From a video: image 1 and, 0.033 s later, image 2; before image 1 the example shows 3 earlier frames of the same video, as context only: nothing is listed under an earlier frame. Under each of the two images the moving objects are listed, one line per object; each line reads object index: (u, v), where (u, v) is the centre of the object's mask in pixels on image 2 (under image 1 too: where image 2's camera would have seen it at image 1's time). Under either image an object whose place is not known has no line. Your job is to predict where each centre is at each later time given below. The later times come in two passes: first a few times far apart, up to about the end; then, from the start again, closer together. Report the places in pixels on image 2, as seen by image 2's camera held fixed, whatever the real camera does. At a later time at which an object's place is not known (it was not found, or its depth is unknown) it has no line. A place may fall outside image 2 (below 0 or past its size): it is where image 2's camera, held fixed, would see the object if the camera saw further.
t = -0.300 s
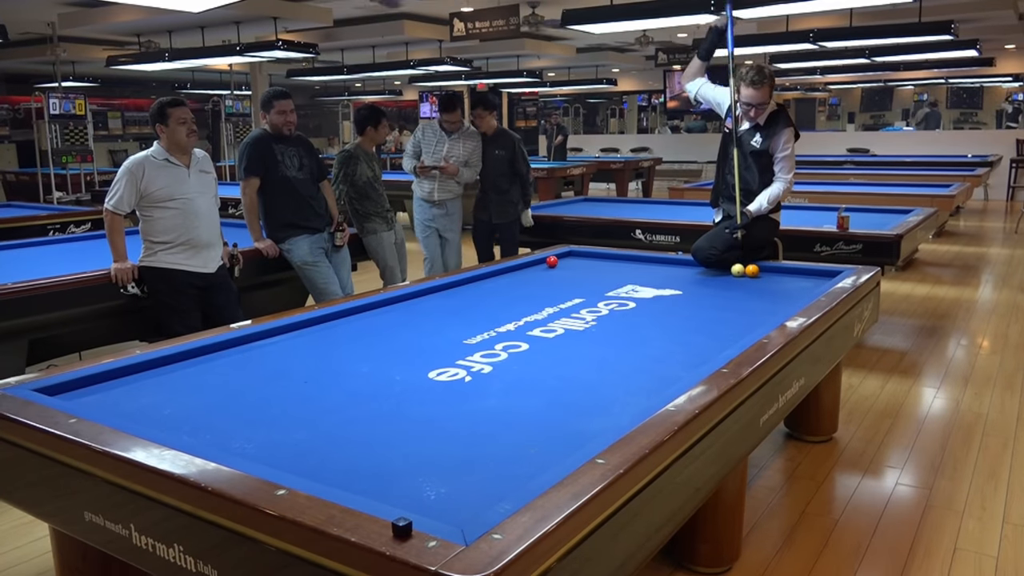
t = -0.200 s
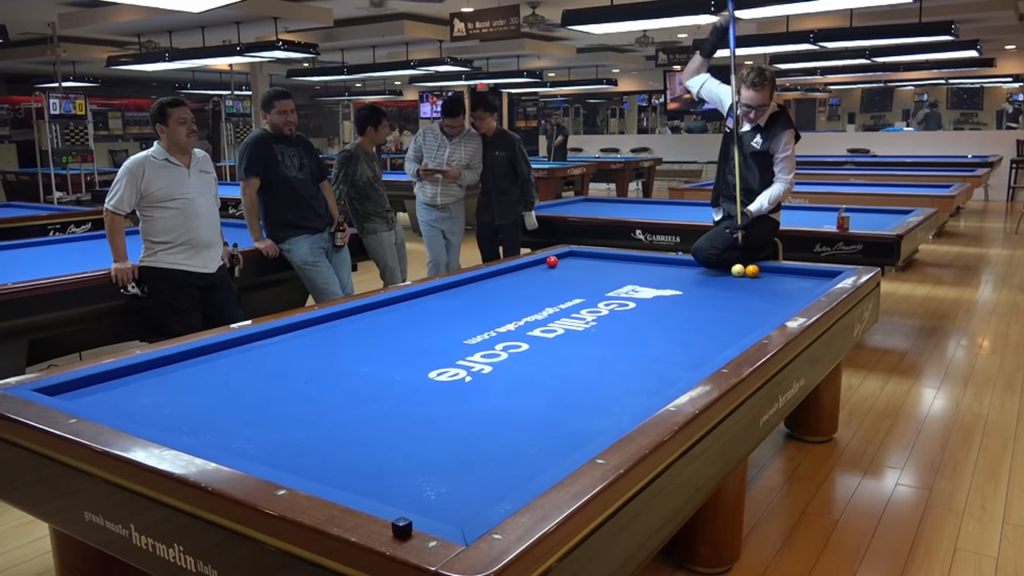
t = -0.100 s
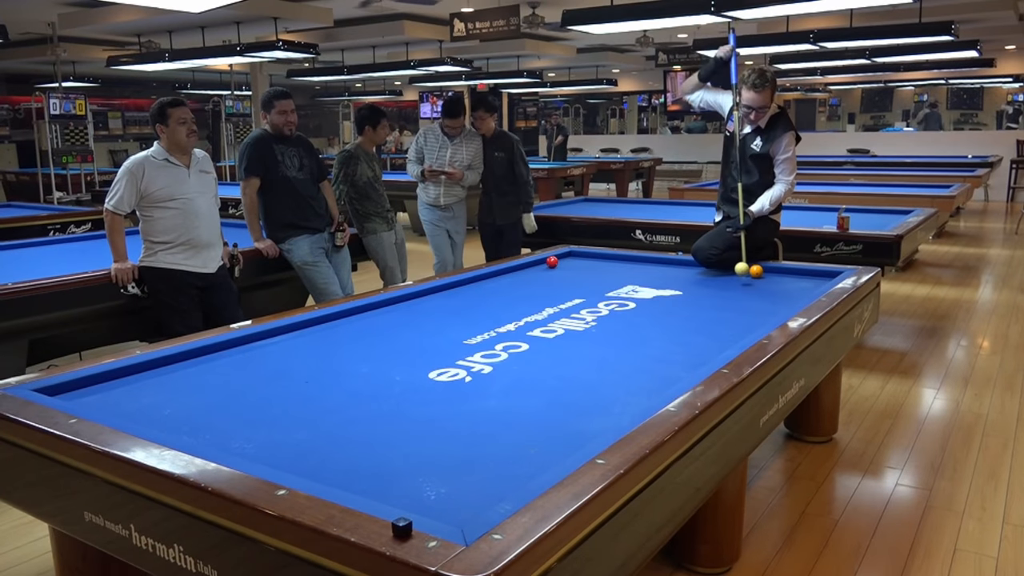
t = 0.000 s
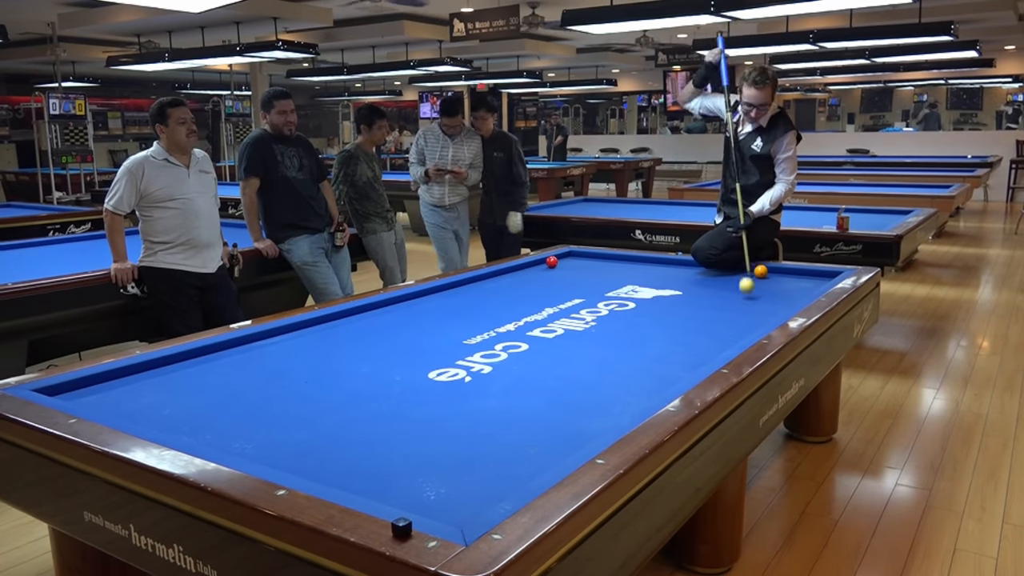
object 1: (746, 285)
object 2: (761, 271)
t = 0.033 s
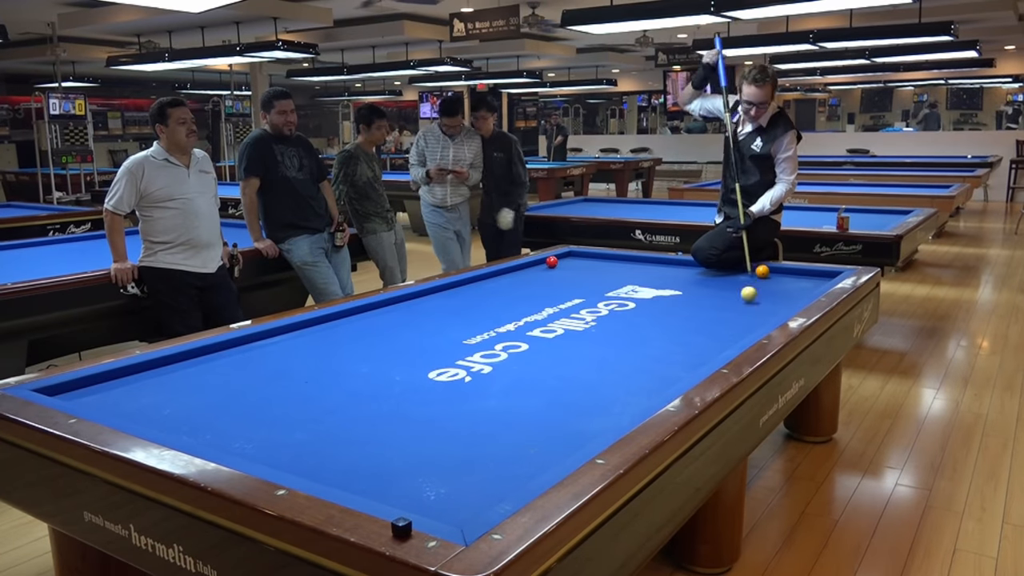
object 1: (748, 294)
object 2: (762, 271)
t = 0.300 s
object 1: (713, 327)
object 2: (775, 271)
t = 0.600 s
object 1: (548, 363)
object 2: (789, 272)
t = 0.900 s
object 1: (378, 401)
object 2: (801, 272)
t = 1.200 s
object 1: (220, 442)
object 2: (813, 273)
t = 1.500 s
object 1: (343, 417)
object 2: (823, 273)
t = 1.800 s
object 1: (498, 399)
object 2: (832, 272)
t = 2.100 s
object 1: (649, 384)
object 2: (832, 272)
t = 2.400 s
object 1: (662, 352)
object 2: (829, 273)
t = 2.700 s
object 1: (657, 326)
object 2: (827, 273)
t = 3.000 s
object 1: (654, 306)
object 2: (825, 272)
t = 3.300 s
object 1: (651, 290)
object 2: (824, 272)
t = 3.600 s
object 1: (649, 276)
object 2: (824, 272)
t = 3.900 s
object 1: (647, 265)
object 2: (824, 273)
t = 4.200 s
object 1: (632, 259)
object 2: (824, 273)
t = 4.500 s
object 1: (590, 261)
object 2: (824, 273)
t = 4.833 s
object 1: (561, 262)
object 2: (824, 273)
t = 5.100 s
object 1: (554, 263)
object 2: (823, 273)
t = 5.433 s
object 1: (555, 264)
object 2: (824, 273)
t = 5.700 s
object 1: (557, 265)
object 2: (824, 272)
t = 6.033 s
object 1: (557, 266)
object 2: (824, 273)
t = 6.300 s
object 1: (558, 266)
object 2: (824, 273)
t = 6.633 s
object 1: (559, 267)
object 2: (824, 272)
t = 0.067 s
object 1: (751, 295)
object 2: (764, 271)
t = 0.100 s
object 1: (754, 299)
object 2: (766, 271)
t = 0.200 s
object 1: (762, 317)
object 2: (770, 271)
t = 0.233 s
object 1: (747, 318)
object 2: (772, 271)
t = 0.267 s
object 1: (730, 321)
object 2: (774, 271)
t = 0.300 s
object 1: (713, 327)
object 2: (775, 271)
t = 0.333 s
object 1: (695, 332)
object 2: (777, 271)
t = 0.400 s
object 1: (660, 339)
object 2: (780, 271)
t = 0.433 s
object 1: (642, 343)
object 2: (781, 272)
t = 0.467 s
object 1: (623, 347)
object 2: (783, 272)
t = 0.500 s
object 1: (605, 351)
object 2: (784, 272)
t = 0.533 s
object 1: (586, 355)
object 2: (786, 272)
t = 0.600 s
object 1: (548, 363)
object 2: (789, 272)
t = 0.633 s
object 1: (529, 367)
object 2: (790, 272)
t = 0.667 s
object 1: (510, 371)
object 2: (791, 272)
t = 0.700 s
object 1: (491, 376)
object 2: (793, 272)
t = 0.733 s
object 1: (472, 381)
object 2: (794, 272)
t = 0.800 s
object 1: (434, 388)
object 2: (797, 272)
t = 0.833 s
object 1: (415, 392)
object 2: (798, 272)
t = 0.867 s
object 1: (396, 397)
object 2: (800, 272)
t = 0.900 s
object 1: (378, 401)
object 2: (801, 272)
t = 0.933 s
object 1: (359, 406)
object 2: (802, 272)
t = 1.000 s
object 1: (323, 415)
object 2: (805, 272)
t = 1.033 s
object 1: (305, 421)
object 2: (806, 272)
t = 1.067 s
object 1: (287, 425)
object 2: (808, 272)
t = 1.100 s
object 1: (270, 430)
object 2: (809, 272)
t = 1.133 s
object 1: (252, 436)
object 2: (810, 272)
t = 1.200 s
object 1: (220, 442)
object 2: (813, 273)
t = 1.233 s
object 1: (225, 442)
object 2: (814, 273)
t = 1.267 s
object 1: (239, 441)
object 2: (815, 273)
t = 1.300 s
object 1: (253, 436)
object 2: (816, 273)
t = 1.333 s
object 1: (267, 433)
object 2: (817, 273)
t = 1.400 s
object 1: (297, 426)
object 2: (820, 273)
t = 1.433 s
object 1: (312, 423)
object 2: (821, 273)
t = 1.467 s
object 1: (327, 420)
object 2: (822, 273)
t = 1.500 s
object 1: (343, 417)
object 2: (823, 273)
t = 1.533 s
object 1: (359, 415)
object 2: (824, 273)
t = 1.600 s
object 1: (393, 410)
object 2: (826, 273)
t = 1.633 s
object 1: (409, 408)
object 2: (827, 273)
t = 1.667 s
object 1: (426, 406)
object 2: (828, 273)
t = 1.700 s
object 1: (444, 404)
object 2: (829, 273)
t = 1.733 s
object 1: (462, 402)
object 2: (830, 273)
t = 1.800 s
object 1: (498, 399)
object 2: (832, 272)
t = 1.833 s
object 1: (515, 397)
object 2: (833, 272)
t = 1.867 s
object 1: (533, 395)
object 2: (834, 272)
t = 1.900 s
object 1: (550, 393)
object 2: (835, 272)
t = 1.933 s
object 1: (567, 392)
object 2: (834, 272)
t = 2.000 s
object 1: (600, 388)
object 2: (833, 272)
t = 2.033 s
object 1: (617, 386)
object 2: (833, 272)
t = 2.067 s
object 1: (632, 385)
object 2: (833, 272)
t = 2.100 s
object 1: (649, 384)
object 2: (832, 272)
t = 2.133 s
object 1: (664, 381)
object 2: (832, 272)
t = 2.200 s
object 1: (670, 374)
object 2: (831, 273)
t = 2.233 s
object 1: (667, 370)
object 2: (830, 273)
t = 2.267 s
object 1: (665, 367)
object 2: (830, 273)
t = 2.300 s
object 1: (664, 363)
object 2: (830, 273)
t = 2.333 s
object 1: (663, 359)
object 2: (830, 273)
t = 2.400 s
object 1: (662, 352)
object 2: (829, 273)
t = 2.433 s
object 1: (661, 349)
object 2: (829, 273)
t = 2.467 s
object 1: (660, 346)
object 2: (828, 273)
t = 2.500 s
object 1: (660, 343)
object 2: (828, 273)
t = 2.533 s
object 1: (659, 340)
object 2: (828, 273)
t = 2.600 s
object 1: (658, 334)
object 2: (827, 273)
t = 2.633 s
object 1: (658, 331)
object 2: (827, 273)
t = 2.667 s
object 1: (658, 329)
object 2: (827, 273)
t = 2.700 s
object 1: (657, 326)
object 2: (827, 273)
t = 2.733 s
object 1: (657, 324)
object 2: (826, 273)
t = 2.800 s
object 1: (656, 319)
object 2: (826, 273)
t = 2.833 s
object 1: (656, 317)
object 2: (826, 273)
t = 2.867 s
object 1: (655, 314)
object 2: (826, 273)
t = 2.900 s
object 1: (655, 312)
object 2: (825, 273)
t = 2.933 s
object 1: (655, 310)
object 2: (825, 272)
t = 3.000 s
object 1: (654, 306)
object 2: (825, 272)
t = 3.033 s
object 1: (653, 304)
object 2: (825, 273)
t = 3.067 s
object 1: (653, 302)
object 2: (824, 272)
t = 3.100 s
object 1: (653, 301)
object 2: (824, 272)
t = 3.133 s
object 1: (653, 298)
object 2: (824, 272)
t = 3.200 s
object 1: (652, 295)
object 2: (824, 272)
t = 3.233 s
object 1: (651, 293)
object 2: (824, 272)
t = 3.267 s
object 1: (652, 291)
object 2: (824, 272)
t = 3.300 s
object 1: (651, 290)
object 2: (824, 272)
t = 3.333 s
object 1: (651, 288)
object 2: (824, 272)
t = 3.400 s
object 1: (650, 285)
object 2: (824, 272)
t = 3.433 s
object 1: (650, 283)
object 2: (824, 272)
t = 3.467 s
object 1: (650, 282)
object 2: (824, 272)
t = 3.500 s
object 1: (650, 281)
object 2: (824, 272)
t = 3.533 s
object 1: (649, 279)
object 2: (824, 272)
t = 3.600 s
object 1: (649, 276)
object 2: (824, 272)
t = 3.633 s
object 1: (648, 275)
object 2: (824, 272)
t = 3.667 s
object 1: (648, 273)
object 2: (824, 273)
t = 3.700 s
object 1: (648, 272)
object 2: (824, 273)
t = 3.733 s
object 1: (648, 271)
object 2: (824, 273)
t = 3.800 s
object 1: (647, 269)
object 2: (824, 273)
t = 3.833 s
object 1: (647, 267)
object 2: (824, 273)
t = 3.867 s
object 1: (647, 266)
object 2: (824, 273)
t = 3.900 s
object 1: (647, 265)
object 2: (824, 273)
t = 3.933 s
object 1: (647, 264)
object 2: (824, 273)
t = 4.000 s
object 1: (646, 262)
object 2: (824, 273)
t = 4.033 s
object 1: (646, 261)
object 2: (824, 273)
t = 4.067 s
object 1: (646, 260)
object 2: (824, 273)
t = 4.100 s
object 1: (646, 259)
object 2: (824, 273)
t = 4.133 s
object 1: (642, 258)
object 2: (824, 273)
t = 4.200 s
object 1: (632, 259)
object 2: (824, 273)
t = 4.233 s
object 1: (627, 259)
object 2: (824, 273)
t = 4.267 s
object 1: (622, 259)
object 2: (824, 273)
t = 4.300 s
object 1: (617, 260)
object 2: (824, 273)
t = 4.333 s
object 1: (613, 260)
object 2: (824, 273)
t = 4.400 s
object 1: (604, 260)
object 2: (824, 273)
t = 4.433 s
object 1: (600, 260)
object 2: (823, 273)
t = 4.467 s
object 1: (595, 261)
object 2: (823, 273)
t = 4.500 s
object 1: (590, 261)
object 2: (824, 273)
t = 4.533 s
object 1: (586, 261)
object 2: (823, 273)
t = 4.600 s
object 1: (577, 261)
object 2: (823, 273)
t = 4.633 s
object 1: (573, 261)
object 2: (824, 273)
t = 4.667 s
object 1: (568, 261)
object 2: (824, 273)
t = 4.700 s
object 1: (564, 262)
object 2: (824, 273)
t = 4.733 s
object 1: (563, 262)
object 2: (824, 273)
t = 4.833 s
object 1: (561, 262)
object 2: (824, 273)
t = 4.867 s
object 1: (559, 262)
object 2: (823, 273)
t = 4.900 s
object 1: (558, 262)
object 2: (823, 273)
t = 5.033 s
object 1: (554, 263)
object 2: (824, 273)
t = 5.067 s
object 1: (554, 263)
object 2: (824, 273)
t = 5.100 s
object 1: (554, 263)
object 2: (823, 273)
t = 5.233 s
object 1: (554, 264)
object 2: (824, 273)
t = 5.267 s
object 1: (555, 264)
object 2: (824, 273)
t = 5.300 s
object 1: (555, 264)
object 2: (824, 273)
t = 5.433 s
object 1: (555, 264)
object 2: (824, 273)
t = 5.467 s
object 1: (556, 264)
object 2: (824, 273)
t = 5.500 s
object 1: (556, 264)
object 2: (824, 273)
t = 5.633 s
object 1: (556, 265)
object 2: (824, 272)
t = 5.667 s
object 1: (556, 265)
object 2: (824, 273)
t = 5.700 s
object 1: (557, 265)
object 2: (824, 272)
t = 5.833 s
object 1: (557, 265)
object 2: (824, 273)
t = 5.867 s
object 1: (557, 265)
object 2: (824, 273)
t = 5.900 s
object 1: (557, 265)
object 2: (824, 273)
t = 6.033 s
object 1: (557, 266)
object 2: (824, 273)
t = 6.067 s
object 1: (558, 266)
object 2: (824, 273)
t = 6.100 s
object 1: (558, 266)
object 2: (824, 273)
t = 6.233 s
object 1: (558, 266)
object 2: (824, 273)
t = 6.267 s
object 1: (558, 266)
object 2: (824, 273)
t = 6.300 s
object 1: (558, 266)
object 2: (824, 273)
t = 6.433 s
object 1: (558, 267)
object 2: (824, 272)
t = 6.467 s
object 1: (559, 266)
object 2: (824, 272)
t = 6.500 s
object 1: (559, 267)
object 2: (824, 272)
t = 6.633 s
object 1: (559, 267)
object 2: (824, 272)
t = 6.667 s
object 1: (559, 267)
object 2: (824, 272)
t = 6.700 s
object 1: (559, 267)
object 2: (824, 272)
